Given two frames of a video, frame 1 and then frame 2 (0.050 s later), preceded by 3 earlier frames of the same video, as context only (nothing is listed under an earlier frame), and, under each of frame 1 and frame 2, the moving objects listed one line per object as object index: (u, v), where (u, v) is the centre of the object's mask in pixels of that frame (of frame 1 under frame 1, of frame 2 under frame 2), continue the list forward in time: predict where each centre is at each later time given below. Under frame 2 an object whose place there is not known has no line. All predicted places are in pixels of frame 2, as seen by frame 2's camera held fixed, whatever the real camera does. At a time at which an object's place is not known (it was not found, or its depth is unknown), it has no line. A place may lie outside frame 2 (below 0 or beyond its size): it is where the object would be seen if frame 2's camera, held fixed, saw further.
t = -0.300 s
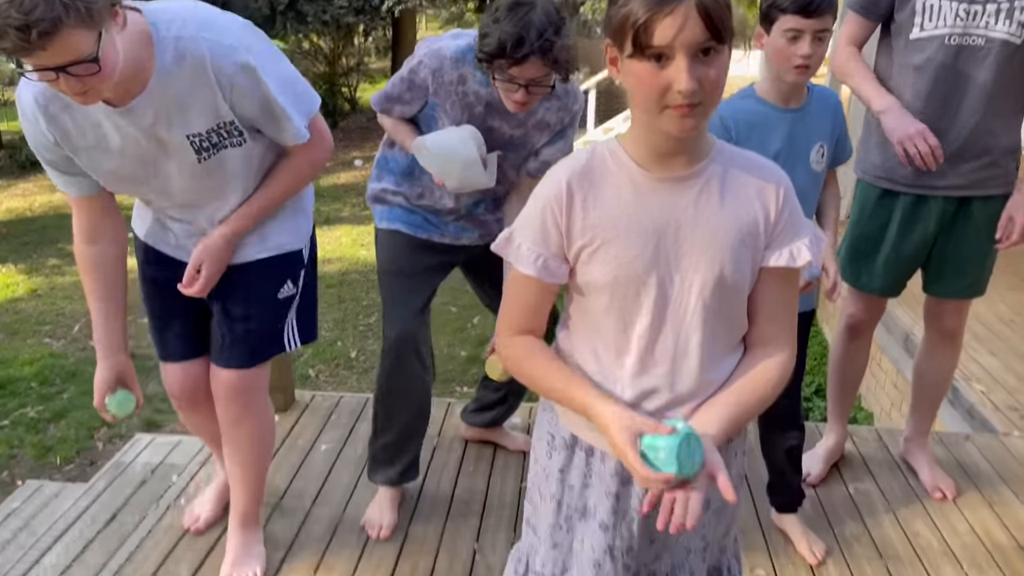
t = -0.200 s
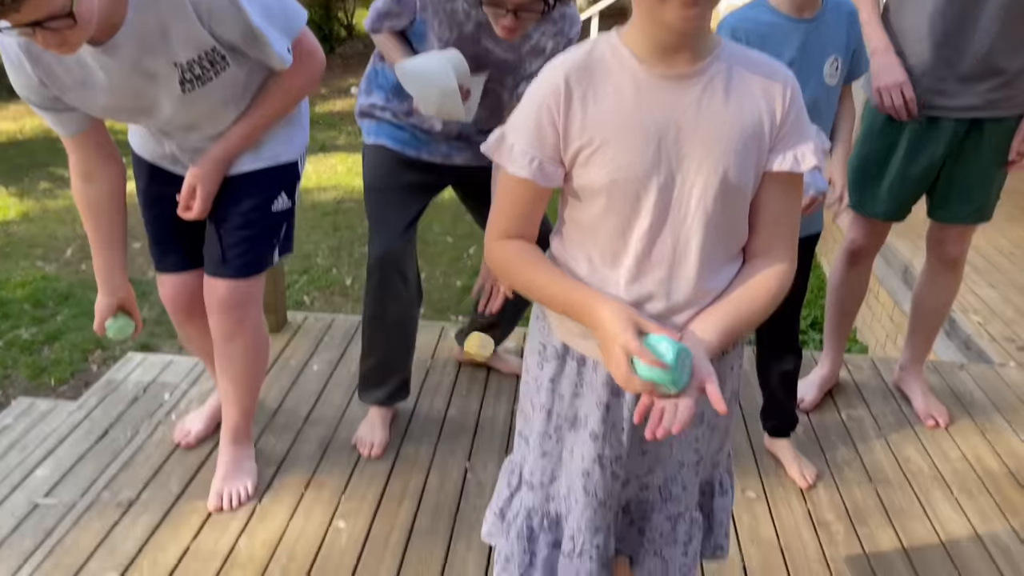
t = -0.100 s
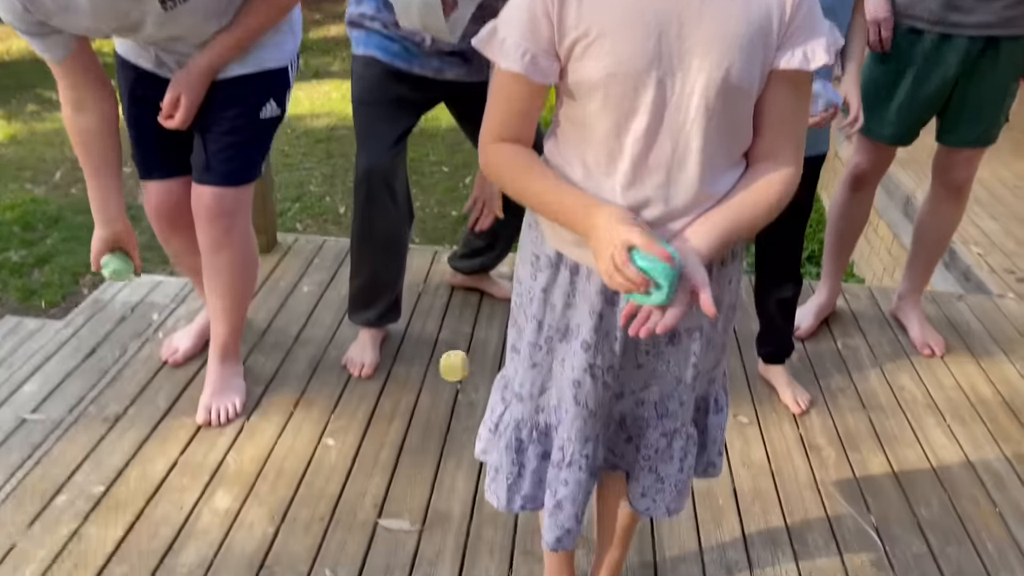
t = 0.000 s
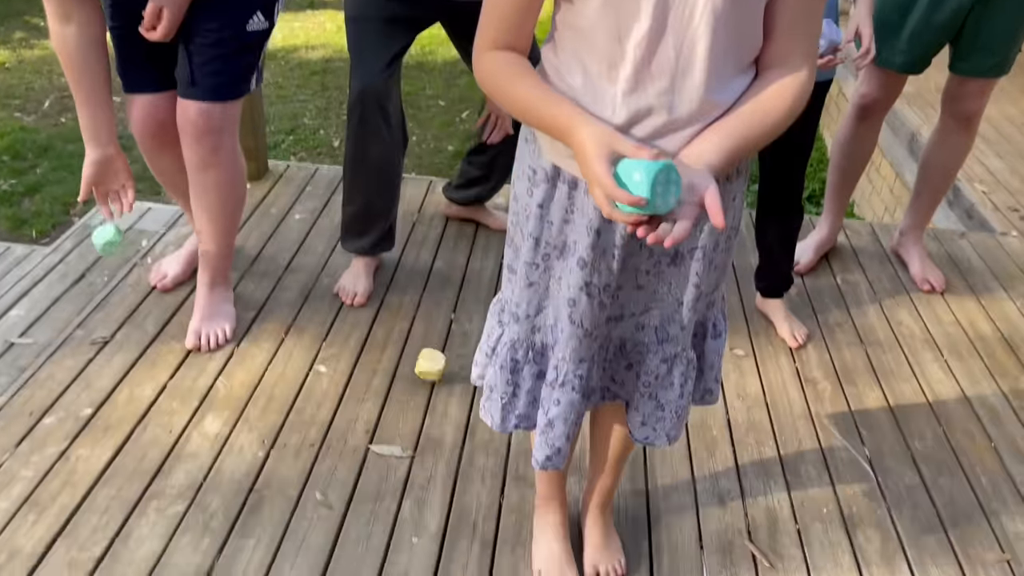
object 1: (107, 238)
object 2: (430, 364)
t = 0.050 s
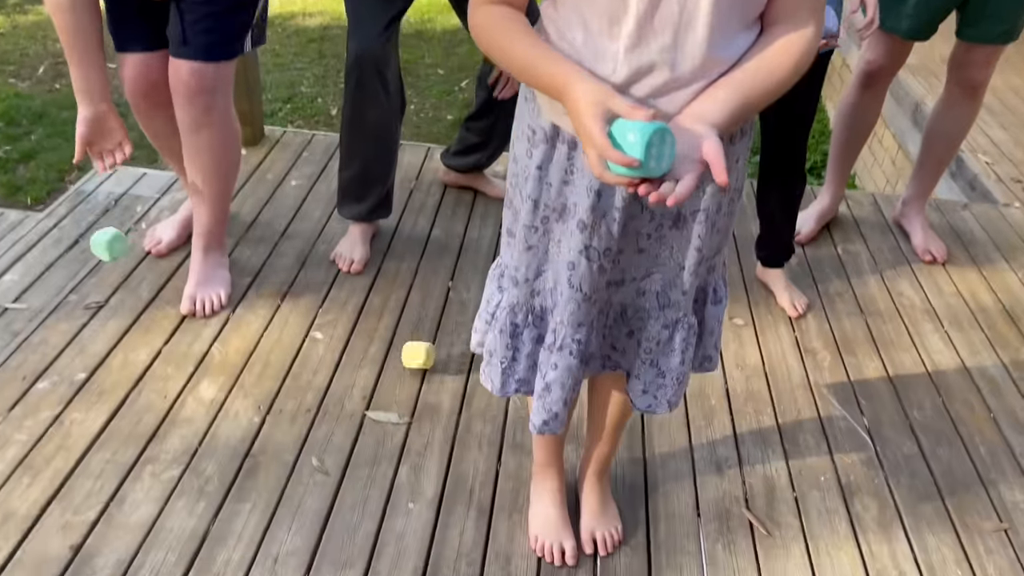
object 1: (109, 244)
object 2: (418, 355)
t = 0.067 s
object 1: (111, 259)
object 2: (415, 366)
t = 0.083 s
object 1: (113, 275)
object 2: (412, 372)
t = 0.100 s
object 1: (115, 293)
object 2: (411, 377)
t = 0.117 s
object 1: (119, 312)
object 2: (409, 384)
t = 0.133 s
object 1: (122, 324)
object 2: (406, 392)
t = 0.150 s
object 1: (127, 330)
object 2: (404, 400)
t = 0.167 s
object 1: (130, 337)
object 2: (403, 407)
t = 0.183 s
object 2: (401, 411)
